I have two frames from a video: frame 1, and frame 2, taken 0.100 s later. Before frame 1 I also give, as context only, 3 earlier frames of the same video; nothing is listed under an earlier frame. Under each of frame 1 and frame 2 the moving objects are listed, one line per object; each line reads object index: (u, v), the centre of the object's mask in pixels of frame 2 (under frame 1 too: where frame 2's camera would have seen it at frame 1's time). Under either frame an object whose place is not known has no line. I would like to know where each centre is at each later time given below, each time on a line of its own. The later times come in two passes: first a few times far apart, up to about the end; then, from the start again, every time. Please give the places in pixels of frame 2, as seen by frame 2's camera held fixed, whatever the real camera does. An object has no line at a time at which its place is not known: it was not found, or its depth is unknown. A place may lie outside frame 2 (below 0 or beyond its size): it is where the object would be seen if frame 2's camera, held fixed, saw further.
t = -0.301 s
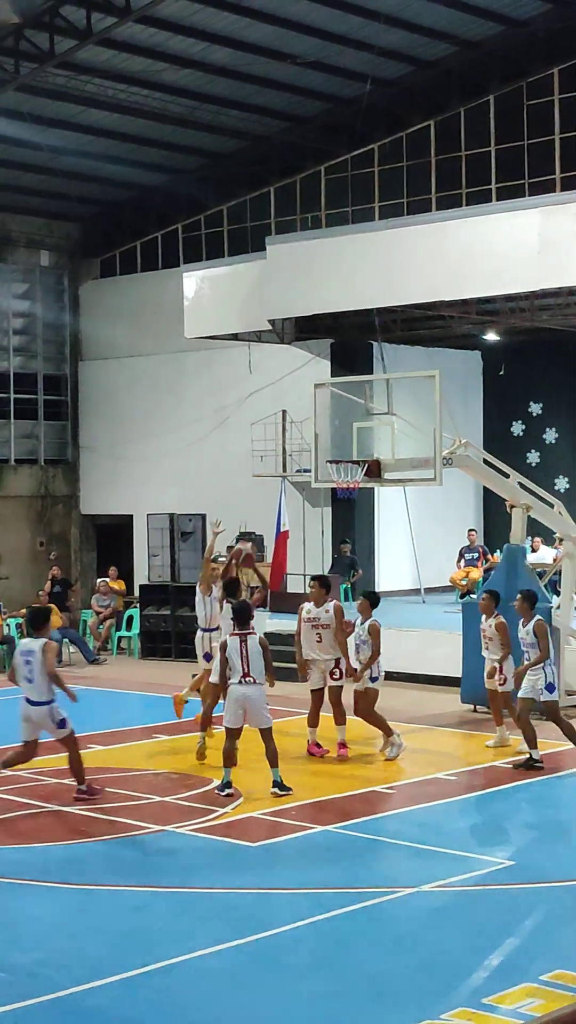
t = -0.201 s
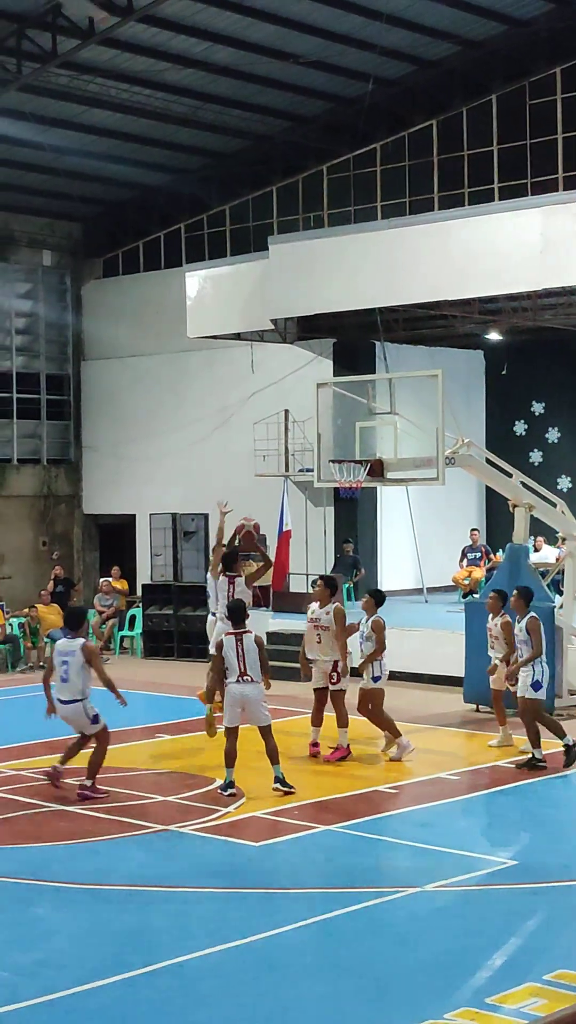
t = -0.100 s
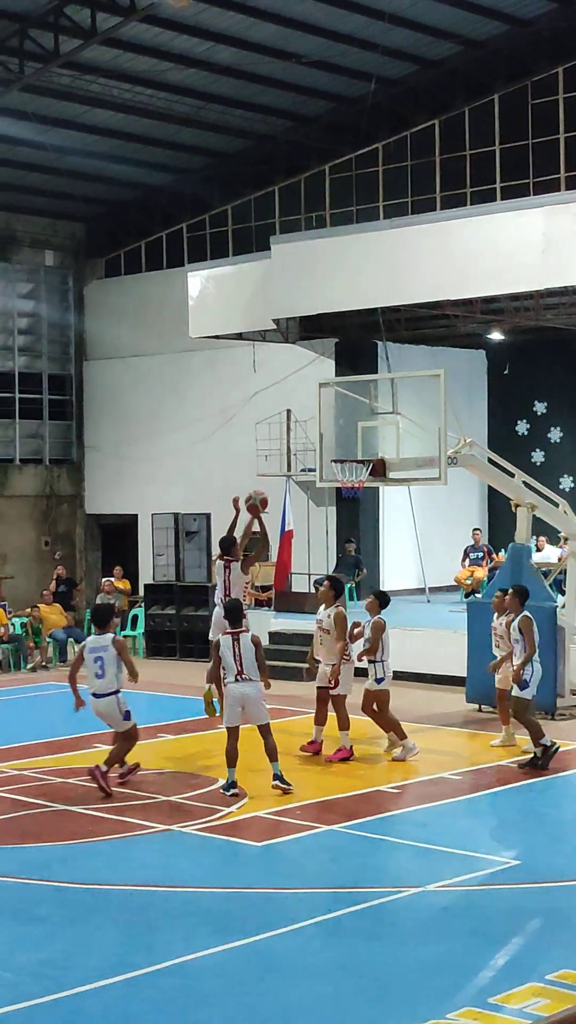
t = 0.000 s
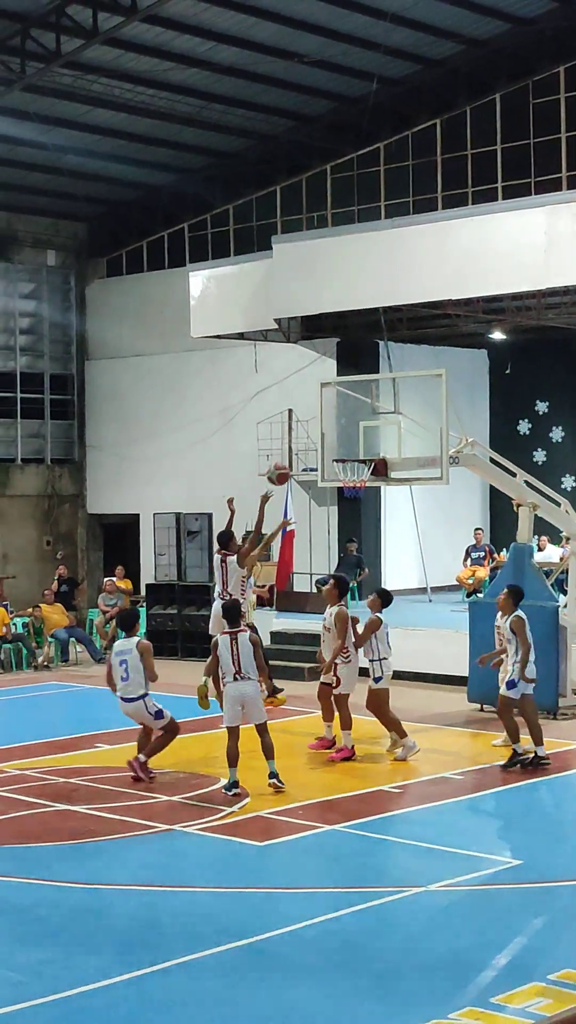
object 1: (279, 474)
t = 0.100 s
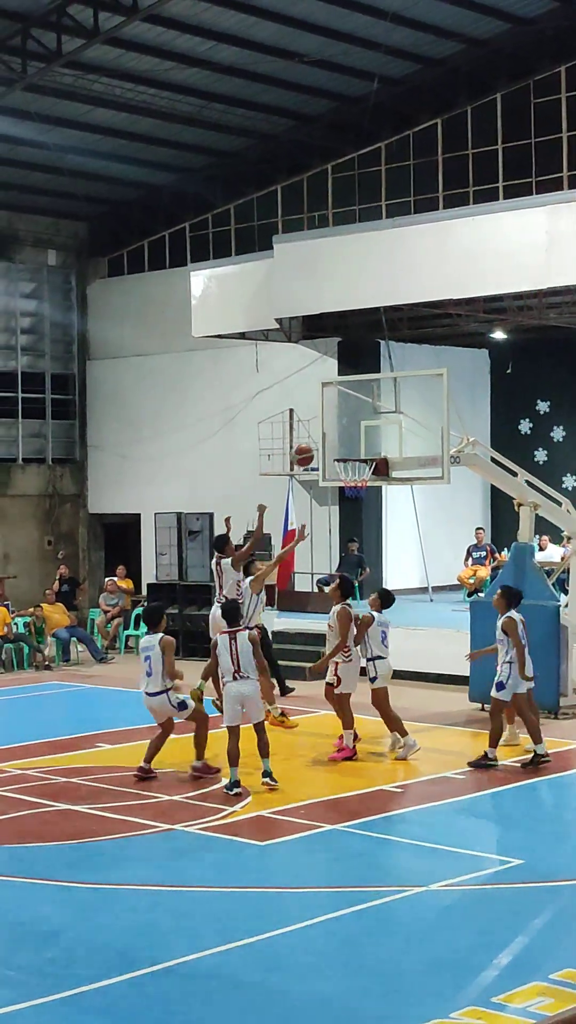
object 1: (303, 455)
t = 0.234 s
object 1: (334, 446)
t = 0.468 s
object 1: (386, 469)
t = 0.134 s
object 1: (311, 451)
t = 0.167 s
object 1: (318, 449)
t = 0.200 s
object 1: (326, 447)
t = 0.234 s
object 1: (334, 446)
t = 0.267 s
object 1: (341, 446)
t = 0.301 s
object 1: (348, 447)
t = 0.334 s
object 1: (356, 449)
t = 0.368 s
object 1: (363, 452)
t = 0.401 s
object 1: (370, 457)
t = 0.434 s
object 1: (378, 463)
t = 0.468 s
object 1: (386, 469)
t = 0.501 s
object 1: (394, 478)
